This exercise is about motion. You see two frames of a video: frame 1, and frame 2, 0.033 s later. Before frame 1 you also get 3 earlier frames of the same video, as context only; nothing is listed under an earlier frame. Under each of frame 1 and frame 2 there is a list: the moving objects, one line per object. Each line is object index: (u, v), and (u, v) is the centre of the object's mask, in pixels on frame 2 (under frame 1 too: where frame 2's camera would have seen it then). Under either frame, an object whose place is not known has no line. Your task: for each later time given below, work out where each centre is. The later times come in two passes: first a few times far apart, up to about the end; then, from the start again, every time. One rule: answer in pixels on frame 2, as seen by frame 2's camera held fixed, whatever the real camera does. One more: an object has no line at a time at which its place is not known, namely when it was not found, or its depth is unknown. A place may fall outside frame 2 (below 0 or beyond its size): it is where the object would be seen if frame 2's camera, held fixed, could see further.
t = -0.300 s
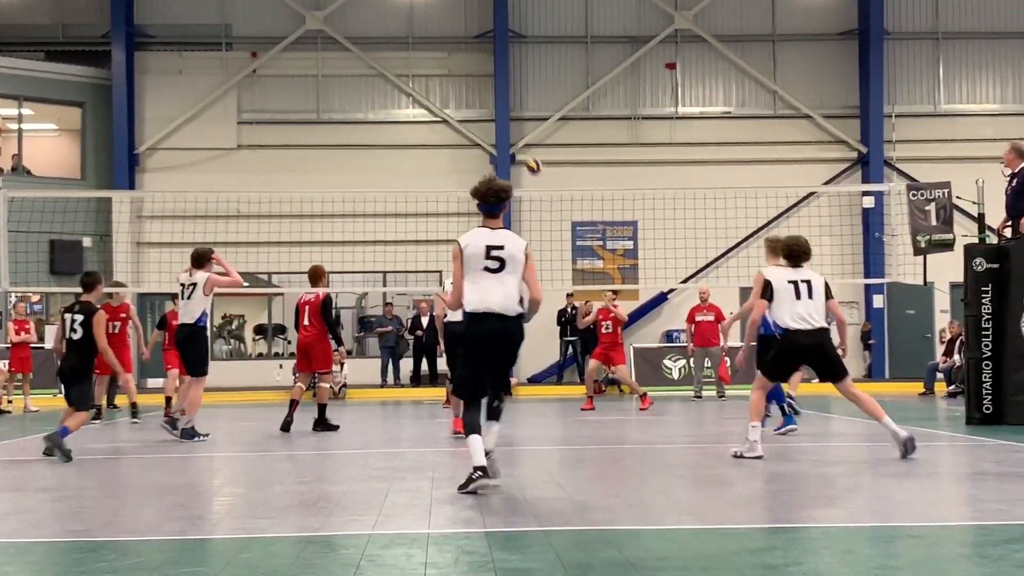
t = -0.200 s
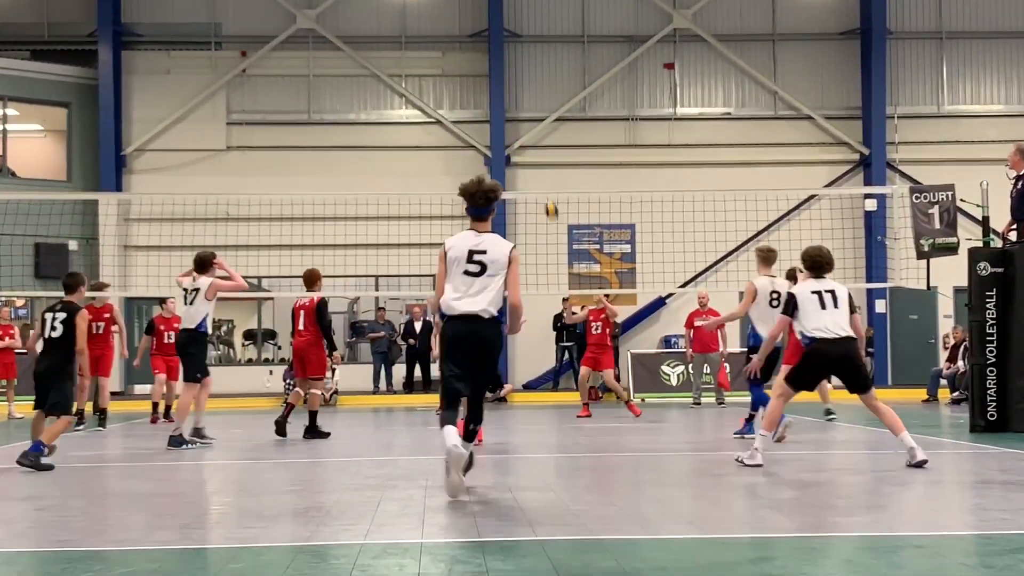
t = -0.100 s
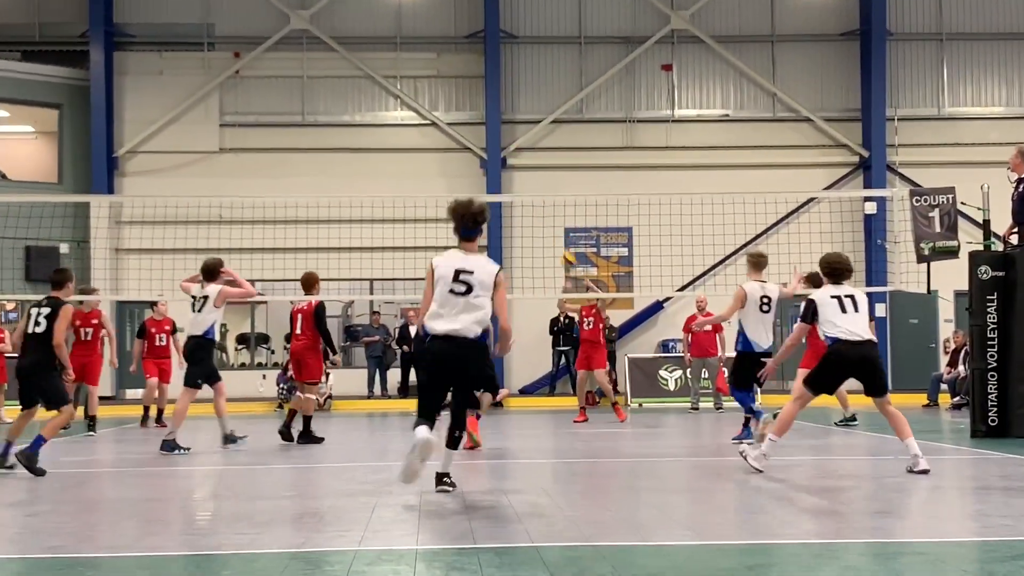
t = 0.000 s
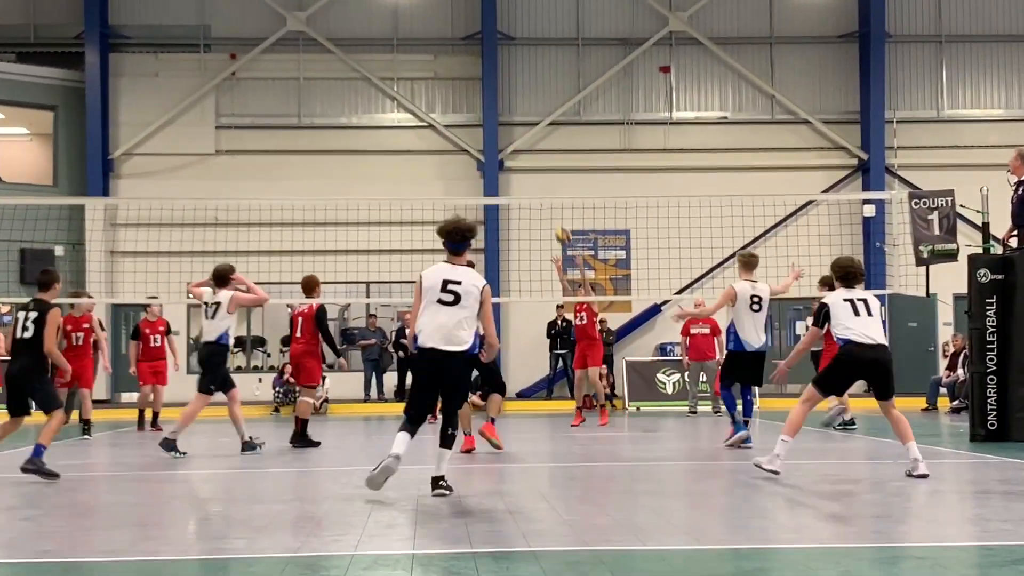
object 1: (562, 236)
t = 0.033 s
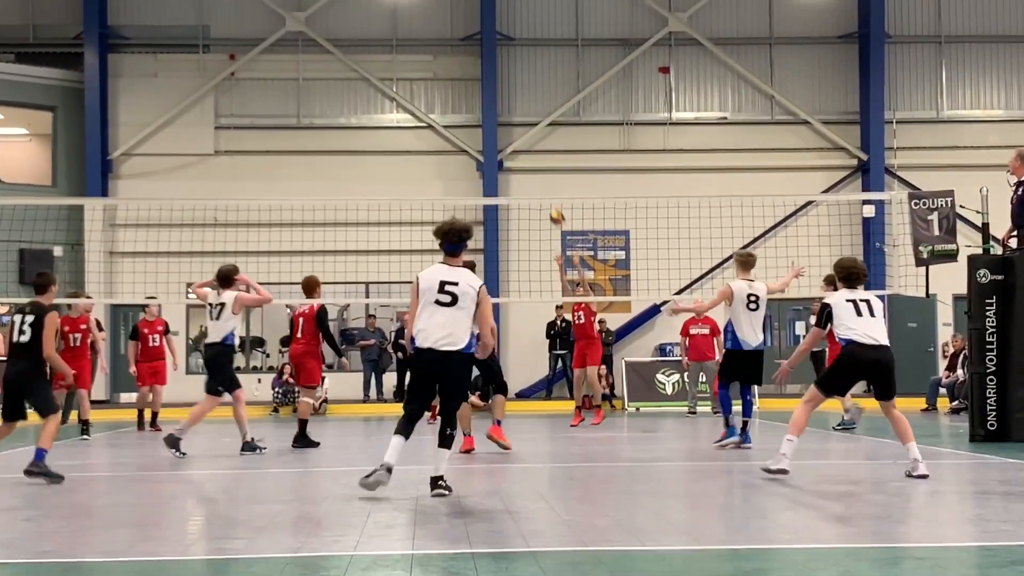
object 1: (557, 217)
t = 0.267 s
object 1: (517, 105)
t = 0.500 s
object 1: (479, 36)
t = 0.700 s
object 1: (446, 9)
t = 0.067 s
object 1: (550, 193)
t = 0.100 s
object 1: (545, 179)
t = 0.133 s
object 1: (540, 162)
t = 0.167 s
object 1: (534, 147)
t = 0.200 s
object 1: (528, 132)
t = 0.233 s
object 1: (522, 118)
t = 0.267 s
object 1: (517, 105)
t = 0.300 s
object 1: (511, 93)
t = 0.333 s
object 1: (506, 81)
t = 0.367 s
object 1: (500, 71)
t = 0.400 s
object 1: (495, 61)
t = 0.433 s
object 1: (490, 52)
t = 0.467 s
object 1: (485, 44)
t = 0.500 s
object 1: (479, 36)
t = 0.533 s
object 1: (474, 30)
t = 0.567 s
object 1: (468, 24)
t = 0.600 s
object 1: (463, 18)
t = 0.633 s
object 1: (458, 14)
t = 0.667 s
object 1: (452, 11)
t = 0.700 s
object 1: (446, 9)
